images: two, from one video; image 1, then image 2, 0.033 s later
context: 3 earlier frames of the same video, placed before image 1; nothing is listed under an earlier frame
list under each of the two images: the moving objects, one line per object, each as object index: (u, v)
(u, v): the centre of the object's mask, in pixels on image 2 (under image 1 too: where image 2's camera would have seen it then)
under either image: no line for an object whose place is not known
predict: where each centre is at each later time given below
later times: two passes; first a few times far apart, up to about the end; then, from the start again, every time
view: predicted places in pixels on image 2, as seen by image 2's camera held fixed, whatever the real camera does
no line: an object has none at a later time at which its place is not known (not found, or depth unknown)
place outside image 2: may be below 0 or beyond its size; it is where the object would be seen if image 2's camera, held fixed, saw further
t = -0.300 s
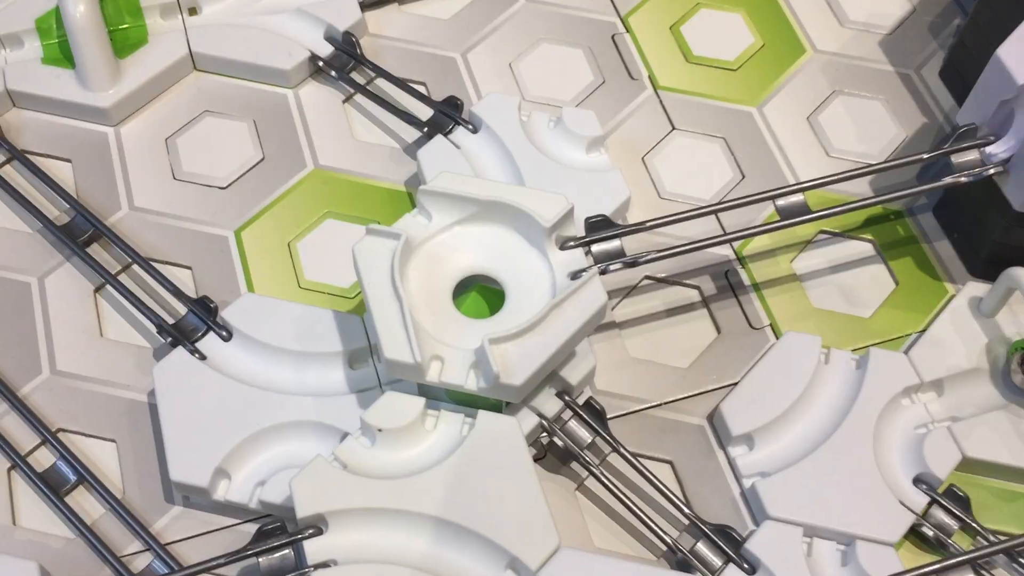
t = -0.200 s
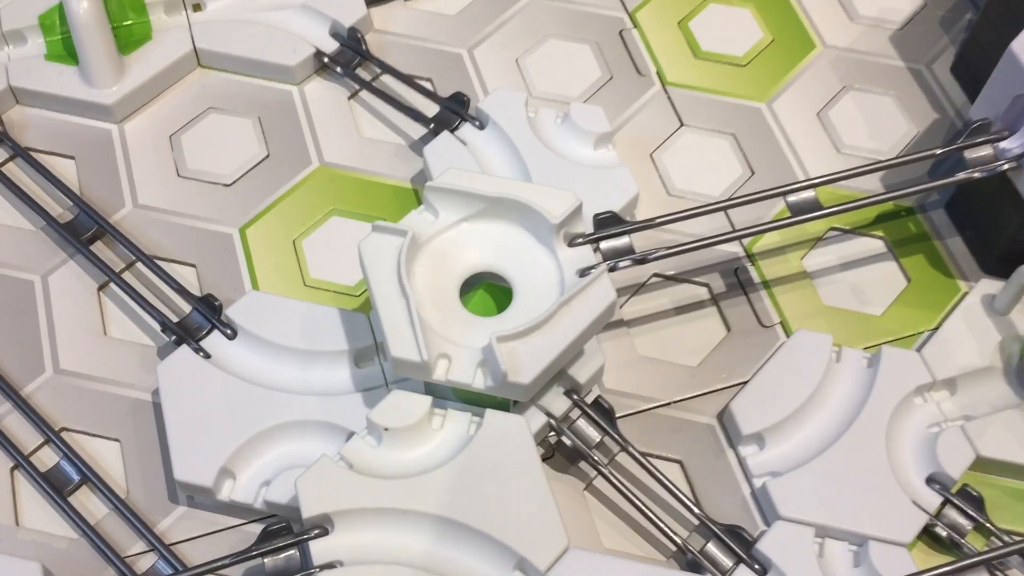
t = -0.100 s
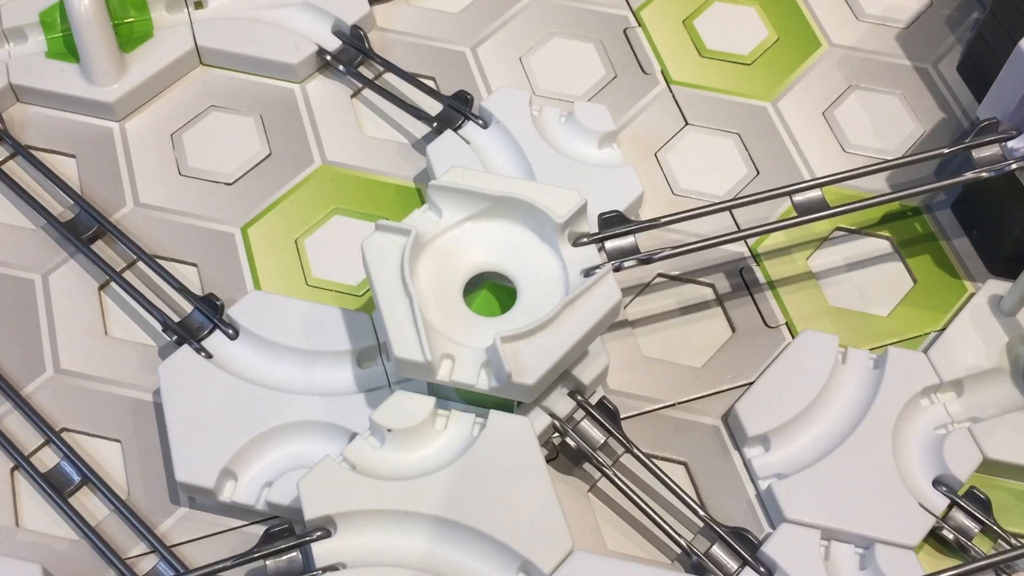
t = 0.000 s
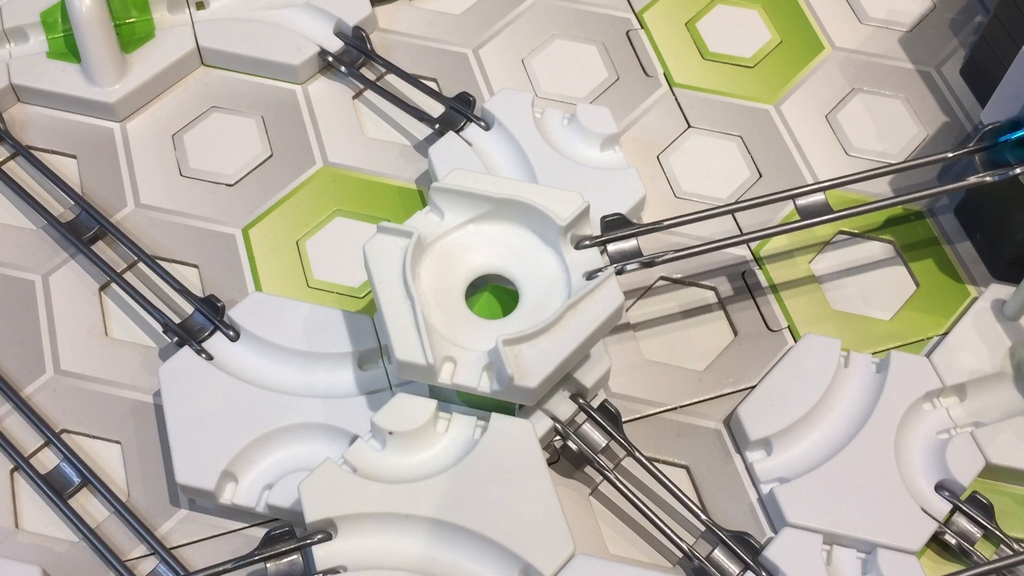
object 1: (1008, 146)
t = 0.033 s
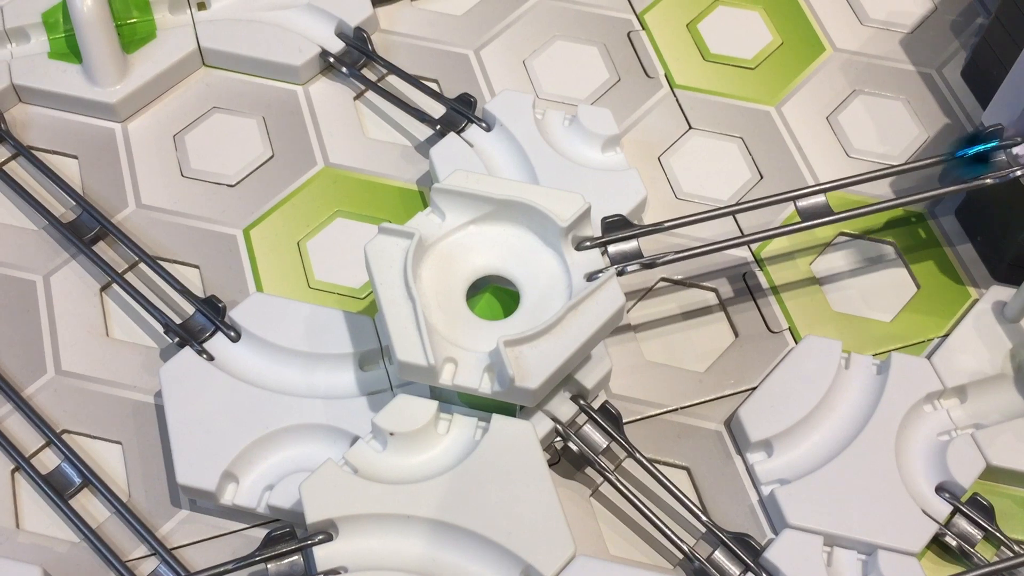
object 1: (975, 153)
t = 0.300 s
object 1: (658, 231)
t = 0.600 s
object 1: (445, 255)
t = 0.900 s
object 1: (515, 305)
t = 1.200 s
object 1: (523, 256)
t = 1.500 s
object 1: (478, 252)
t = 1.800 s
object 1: (467, 269)
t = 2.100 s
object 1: (447, 253)
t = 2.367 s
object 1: (548, 282)
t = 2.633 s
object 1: (473, 251)
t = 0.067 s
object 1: (934, 166)
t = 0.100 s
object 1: (895, 175)
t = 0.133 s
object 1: (854, 185)
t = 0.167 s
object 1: (814, 197)
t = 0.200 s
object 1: (776, 204)
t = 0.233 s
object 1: (735, 214)
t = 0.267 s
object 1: (696, 224)
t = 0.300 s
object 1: (658, 231)
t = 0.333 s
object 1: (620, 242)
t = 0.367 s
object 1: (582, 252)
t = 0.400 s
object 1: (549, 279)
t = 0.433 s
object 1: (515, 298)
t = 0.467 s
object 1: (473, 303)
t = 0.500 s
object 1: (442, 294)
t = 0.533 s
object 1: (438, 281)
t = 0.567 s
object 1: (439, 268)
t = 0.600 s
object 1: (445, 255)
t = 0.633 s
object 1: (455, 245)
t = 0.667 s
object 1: (469, 239)
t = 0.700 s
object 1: (487, 237)
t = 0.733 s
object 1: (504, 240)
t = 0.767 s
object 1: (520, 248)
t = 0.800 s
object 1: (530, 260)
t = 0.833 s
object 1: (534, 275)
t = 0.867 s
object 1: (530, 291)
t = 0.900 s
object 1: (515, 305)
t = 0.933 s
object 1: (494, 310)
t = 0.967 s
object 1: (475, 307)
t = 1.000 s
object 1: (460, 295)
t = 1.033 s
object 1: (454, 280)
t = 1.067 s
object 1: (458, 265)
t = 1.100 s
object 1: (471, 253)
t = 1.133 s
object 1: (489, 247)
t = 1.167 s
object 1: (508, 248)
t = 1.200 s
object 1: (523, 256)
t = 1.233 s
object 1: (531, 269)
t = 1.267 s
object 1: (529, 284)
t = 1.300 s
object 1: (517, 299)
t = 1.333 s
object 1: (496, 306)
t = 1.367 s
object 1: (476, 302)
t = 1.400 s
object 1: (461, 290)
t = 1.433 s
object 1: (458, 274)
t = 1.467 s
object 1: (464, 261)
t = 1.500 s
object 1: (478, 252)
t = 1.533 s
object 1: (497, 250)
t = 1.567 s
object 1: (513, 257)
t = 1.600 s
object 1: (522, 270)
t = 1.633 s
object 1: (518, 289)
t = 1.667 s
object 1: (503, 302)
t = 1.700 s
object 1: (484, 305)
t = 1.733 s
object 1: (468, 296)
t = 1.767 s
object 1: (462, 282)
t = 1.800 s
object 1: (467, 269)
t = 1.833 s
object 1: (484, 260)
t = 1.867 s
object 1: (505, 262)
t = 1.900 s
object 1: (518, 273)
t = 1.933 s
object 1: (514, 290)
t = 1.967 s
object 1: (487, 300)
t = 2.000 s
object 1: (458, 292)
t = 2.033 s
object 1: (441, 282)
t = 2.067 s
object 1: (438, 266)
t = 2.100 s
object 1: (447, 253)
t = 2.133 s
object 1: (458, 243)
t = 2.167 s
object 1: (476, 234)
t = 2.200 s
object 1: (493, 232)
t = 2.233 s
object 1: (511, 237)
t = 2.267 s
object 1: (526, 245)
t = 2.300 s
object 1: (537, 256)
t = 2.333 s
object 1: (544, 268)
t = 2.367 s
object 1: (548, 282)
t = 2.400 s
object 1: (544, 292)
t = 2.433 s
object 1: (534, 302)
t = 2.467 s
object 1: (519, 310)
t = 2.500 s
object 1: (500, 311)
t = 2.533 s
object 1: (480, 307)
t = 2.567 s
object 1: (466, 289)
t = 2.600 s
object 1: (464, 268)
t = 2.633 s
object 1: (473, 251)
